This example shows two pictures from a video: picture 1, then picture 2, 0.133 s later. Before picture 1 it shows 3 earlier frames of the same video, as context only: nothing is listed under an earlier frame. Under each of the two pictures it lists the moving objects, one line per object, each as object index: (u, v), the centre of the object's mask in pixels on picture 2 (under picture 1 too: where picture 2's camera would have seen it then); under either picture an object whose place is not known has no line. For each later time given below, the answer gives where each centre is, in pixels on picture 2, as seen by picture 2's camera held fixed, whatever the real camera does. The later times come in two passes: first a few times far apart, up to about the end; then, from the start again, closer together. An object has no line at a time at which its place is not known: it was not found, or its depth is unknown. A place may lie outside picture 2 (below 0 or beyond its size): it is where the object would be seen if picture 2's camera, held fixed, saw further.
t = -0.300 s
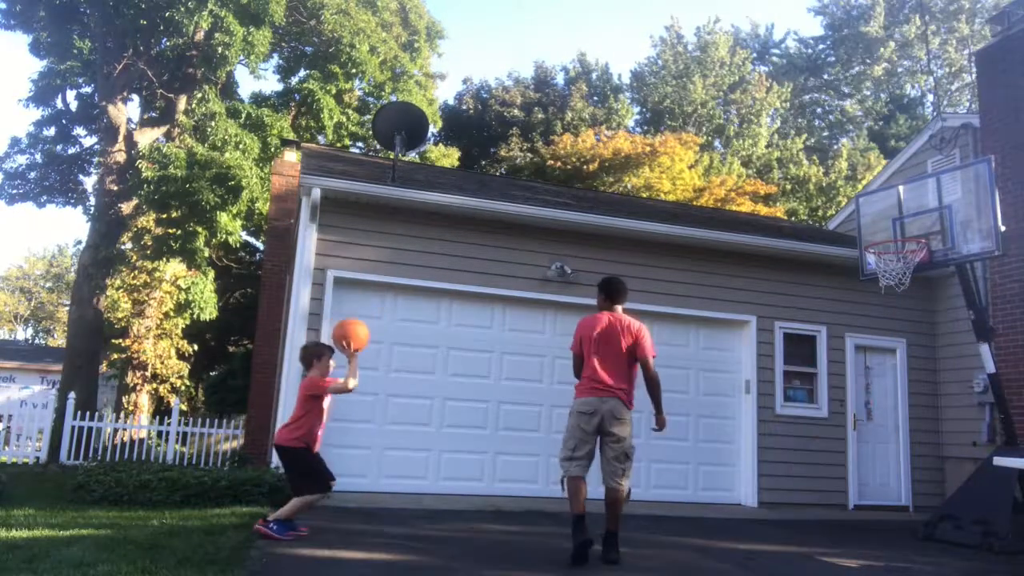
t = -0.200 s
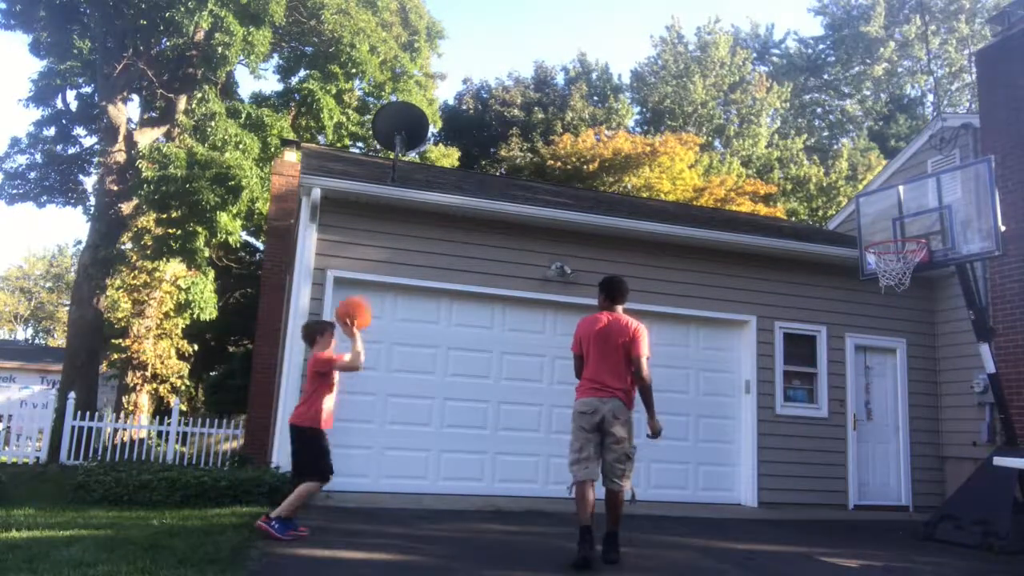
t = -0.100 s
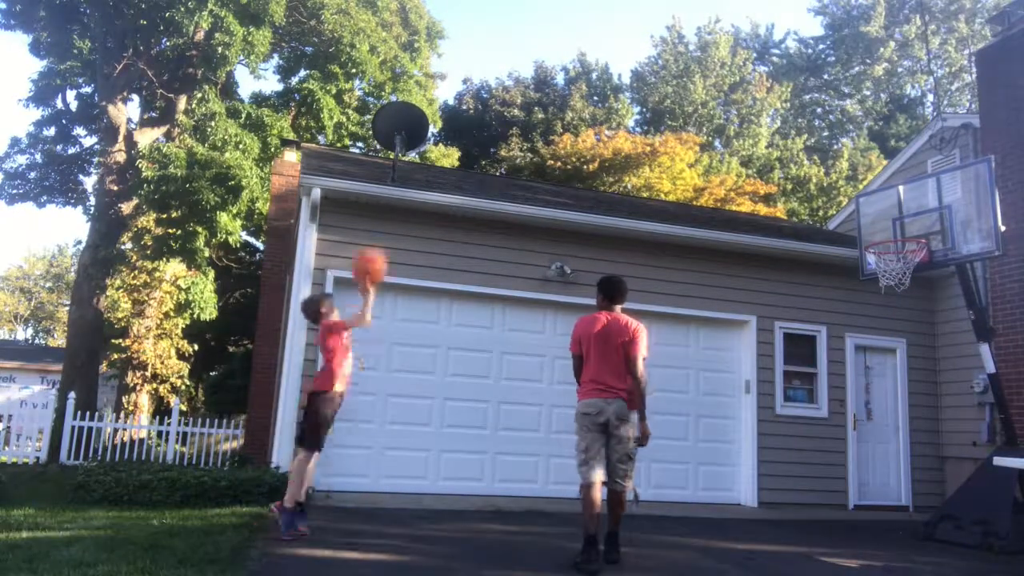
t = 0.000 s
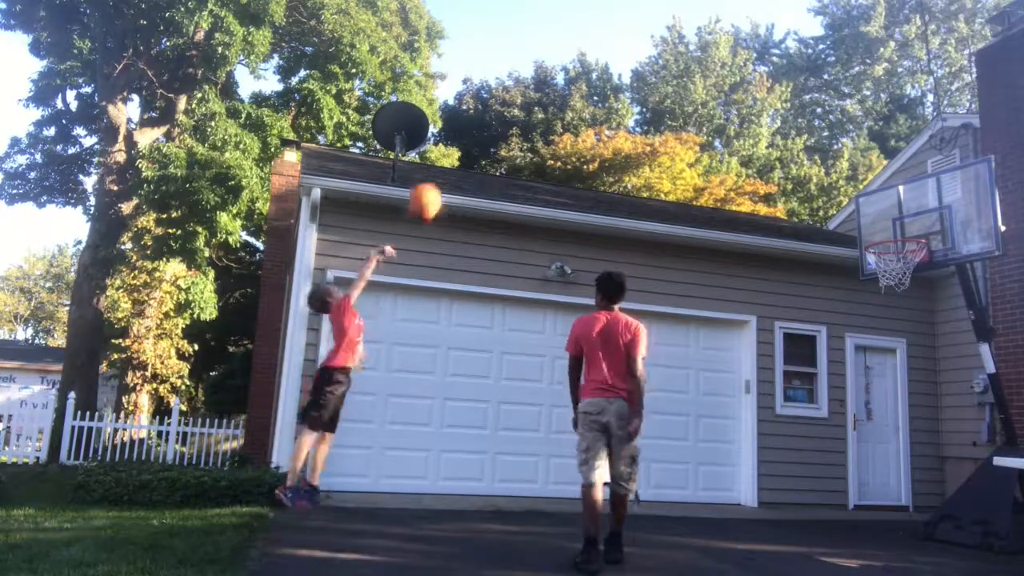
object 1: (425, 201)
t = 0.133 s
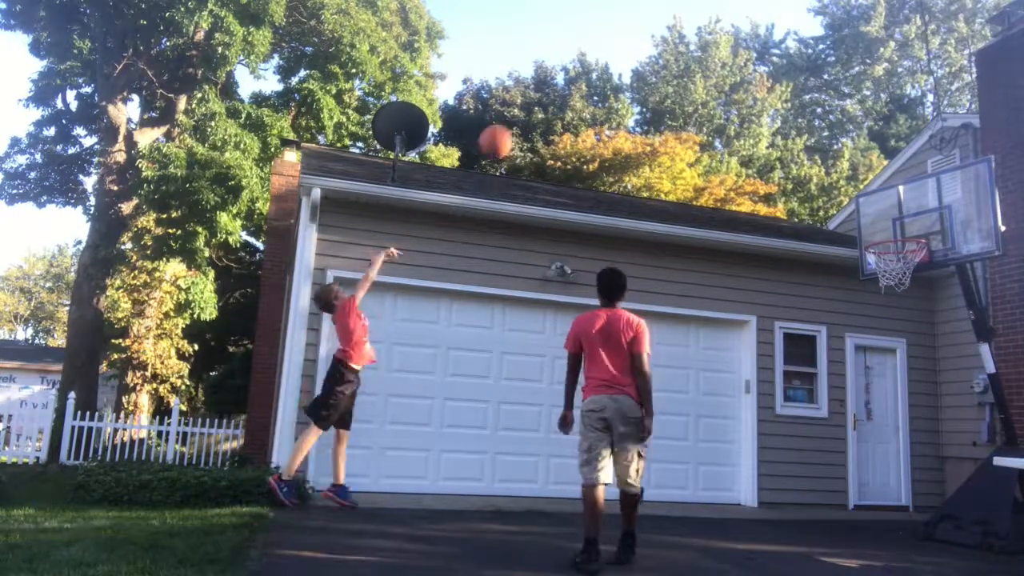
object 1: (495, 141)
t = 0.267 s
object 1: (560, 108)
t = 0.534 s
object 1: (674, 114)
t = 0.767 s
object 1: (765, 179)
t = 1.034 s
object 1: (861, 322)
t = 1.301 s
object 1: (952, 536)
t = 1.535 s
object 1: (971, 382)
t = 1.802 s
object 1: (993, 305)
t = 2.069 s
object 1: (1018, 326)
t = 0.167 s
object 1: (513, 130)
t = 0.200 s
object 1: (529, 121)
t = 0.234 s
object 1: (544, 115)
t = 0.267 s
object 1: (560, 108)
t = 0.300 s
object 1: (575, 104)
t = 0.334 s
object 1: (589, 101)
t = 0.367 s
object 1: (603, 99)
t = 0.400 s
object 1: (618, 100)
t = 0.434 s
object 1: (633, 100)
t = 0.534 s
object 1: (674, 114)
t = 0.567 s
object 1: (688, 117)
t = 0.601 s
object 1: (702, 126)
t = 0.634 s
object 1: (714, 133)
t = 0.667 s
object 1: (727, 142)
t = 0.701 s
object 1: (739, 153)
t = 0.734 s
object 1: (753, 166)
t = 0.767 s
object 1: (765, 179)
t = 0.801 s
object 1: (777, 192)
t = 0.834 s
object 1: (789, 207)
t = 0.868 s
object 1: (803, 224)
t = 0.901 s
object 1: (814, 242)
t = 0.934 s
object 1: (826, 260)
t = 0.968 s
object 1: (837, 279)
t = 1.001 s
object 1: (850, 300)
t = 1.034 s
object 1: (861, 322)
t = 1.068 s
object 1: (875, 346)
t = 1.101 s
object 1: (885, 370)
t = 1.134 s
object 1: (898, 397)
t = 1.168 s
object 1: (908, 422)
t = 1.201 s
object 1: (920, 449)
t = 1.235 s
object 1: (931, 479)
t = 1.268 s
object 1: (943, 509)
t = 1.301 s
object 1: (952, 536)
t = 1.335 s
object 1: (956, 510)
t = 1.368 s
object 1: (958, 484)
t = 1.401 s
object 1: (959, 458)
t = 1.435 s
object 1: (962, 437)
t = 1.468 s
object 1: (964, 418)
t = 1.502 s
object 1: (966, 398)
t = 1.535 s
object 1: (971, 382)
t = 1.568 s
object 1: (972, 366)
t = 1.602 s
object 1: (975, 353)
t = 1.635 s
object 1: (979, 340)
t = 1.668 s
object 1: (982, 328)
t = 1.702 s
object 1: (984, 320)
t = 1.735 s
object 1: (986, 313)
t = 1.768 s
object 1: (989, 307)
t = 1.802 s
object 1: (993, 305)
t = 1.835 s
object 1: (997, 303)
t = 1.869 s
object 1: (1000, 302)
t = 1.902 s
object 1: (1005, 303)
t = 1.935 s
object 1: (1008, 306)
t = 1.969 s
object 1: (1011, 308)
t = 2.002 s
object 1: (1013, 314)
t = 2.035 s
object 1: (1014, 320)
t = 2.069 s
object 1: (1018, 326)
